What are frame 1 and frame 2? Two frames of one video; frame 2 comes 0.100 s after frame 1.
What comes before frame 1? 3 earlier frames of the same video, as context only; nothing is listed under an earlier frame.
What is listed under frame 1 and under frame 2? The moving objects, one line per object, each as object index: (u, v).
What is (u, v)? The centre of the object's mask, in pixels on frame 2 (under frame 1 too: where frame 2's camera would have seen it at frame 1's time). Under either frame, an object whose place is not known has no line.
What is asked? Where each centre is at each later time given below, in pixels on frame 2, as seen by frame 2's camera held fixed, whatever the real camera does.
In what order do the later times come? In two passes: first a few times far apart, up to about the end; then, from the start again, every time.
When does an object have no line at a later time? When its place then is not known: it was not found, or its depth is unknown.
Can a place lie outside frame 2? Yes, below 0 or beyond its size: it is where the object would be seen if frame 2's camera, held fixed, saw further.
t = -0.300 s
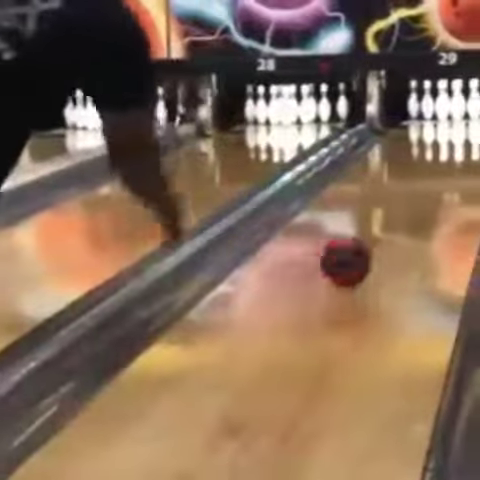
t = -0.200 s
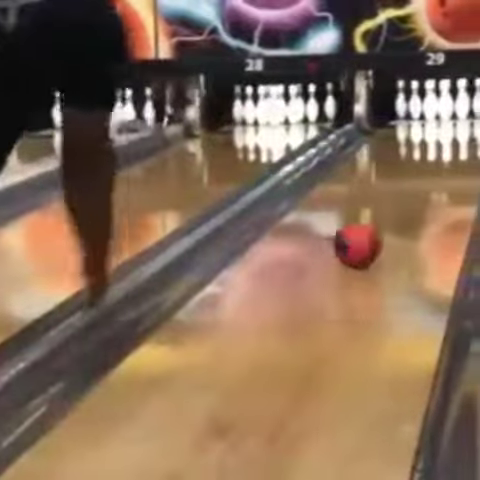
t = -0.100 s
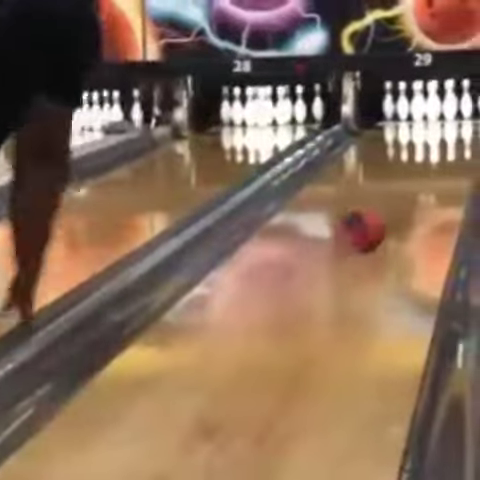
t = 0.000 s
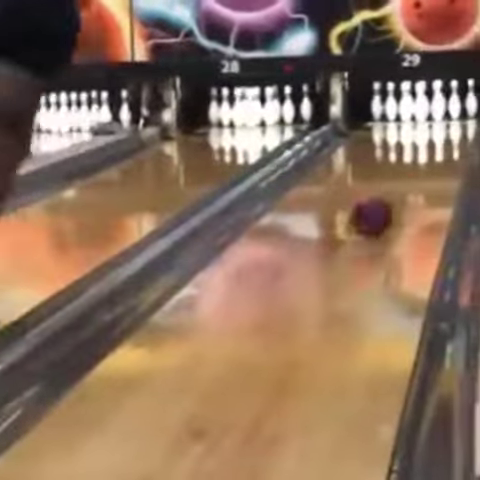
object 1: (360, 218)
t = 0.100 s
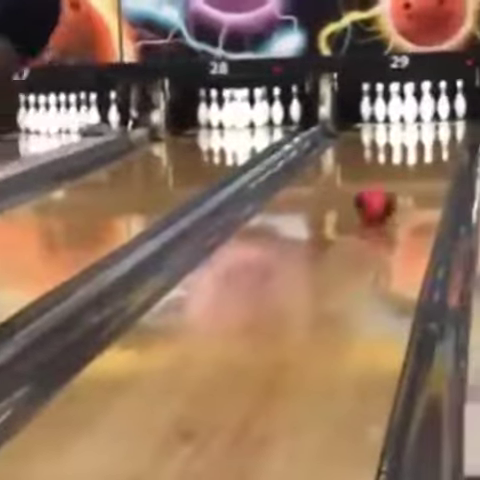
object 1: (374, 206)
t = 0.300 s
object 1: (399, 183)
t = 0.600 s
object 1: (427, 158)
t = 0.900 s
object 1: (439, 139)
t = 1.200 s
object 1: (435, 126)
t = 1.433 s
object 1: (425, 118)
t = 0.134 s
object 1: (380, 200)
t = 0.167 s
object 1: (385, 197)
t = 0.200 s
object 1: (387, 193)
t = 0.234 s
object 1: (391, 191)
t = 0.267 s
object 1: (396, 185)
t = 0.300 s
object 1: (399, 183)
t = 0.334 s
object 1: (403, 181)
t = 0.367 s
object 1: (407, 177)
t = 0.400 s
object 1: (409, 174)
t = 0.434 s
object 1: (411, 171)
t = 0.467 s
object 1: (416, 167)
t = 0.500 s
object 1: (417, 165)
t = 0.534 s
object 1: (419, 163)
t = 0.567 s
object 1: (422, 160)
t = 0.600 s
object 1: (427, 158)
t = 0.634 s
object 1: (429, 156)
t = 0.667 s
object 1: (430, 154)
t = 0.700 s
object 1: (431, 153)
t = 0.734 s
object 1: (432, 151)
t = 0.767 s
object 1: (432, 148)
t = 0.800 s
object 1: (433, 146)
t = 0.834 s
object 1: (436, 144)
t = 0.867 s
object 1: (437, 141)
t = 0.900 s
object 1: (439, 139)
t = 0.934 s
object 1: (440, 138)
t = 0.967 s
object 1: (440, 137)
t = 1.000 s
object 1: (440, 135)
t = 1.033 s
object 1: (440, 134)
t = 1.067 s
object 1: (440, 132)
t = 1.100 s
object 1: (440, 131)
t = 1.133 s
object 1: (438, 129)
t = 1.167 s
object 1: (438, 127)
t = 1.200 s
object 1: (435, 126)
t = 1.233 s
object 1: (435, 125)
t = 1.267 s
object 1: (432, 123)
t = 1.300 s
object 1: (431, 123)
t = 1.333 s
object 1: (429, 122)
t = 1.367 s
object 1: (428, 120)
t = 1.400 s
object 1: (428, 120)
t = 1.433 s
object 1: (425, 118)
